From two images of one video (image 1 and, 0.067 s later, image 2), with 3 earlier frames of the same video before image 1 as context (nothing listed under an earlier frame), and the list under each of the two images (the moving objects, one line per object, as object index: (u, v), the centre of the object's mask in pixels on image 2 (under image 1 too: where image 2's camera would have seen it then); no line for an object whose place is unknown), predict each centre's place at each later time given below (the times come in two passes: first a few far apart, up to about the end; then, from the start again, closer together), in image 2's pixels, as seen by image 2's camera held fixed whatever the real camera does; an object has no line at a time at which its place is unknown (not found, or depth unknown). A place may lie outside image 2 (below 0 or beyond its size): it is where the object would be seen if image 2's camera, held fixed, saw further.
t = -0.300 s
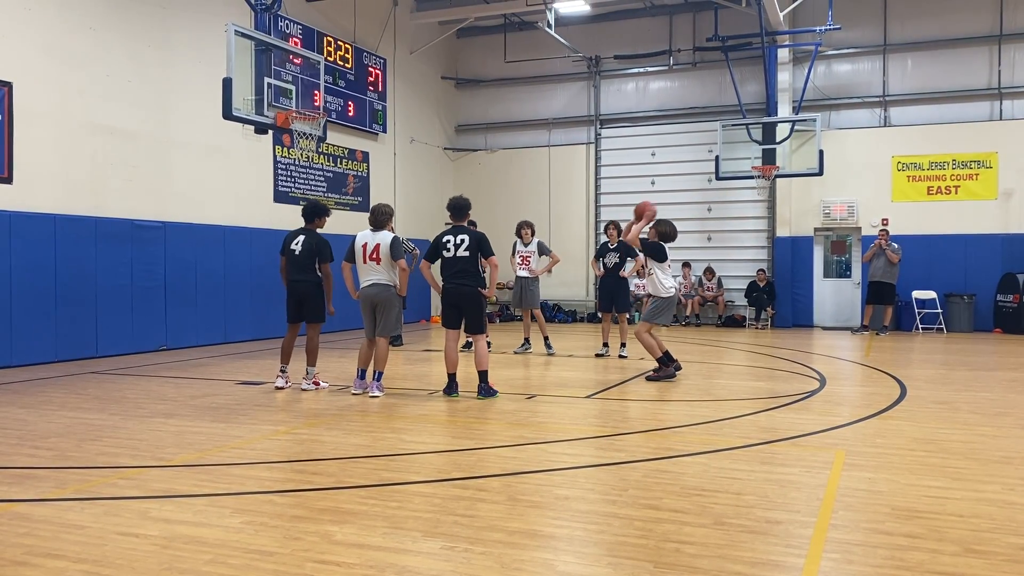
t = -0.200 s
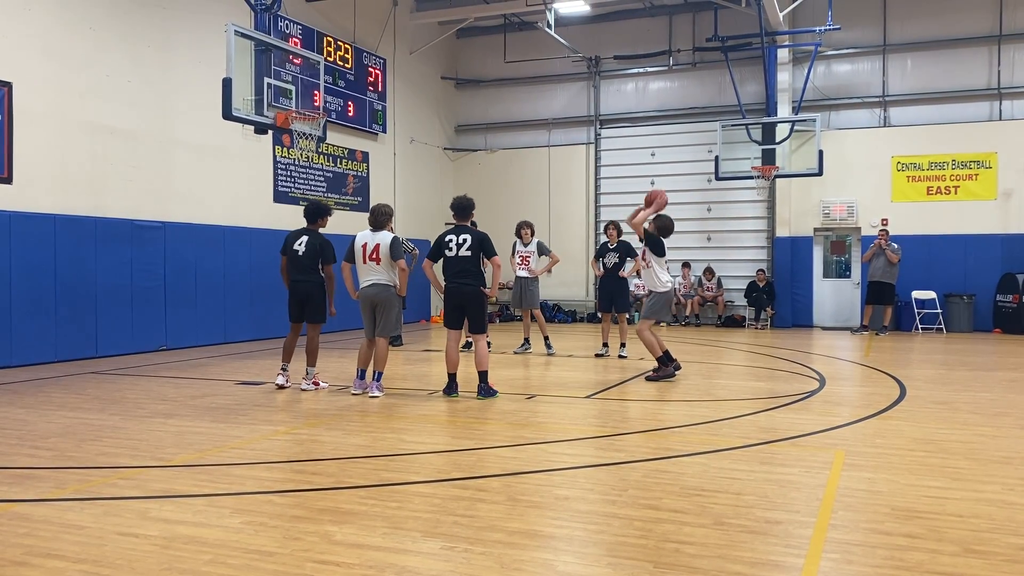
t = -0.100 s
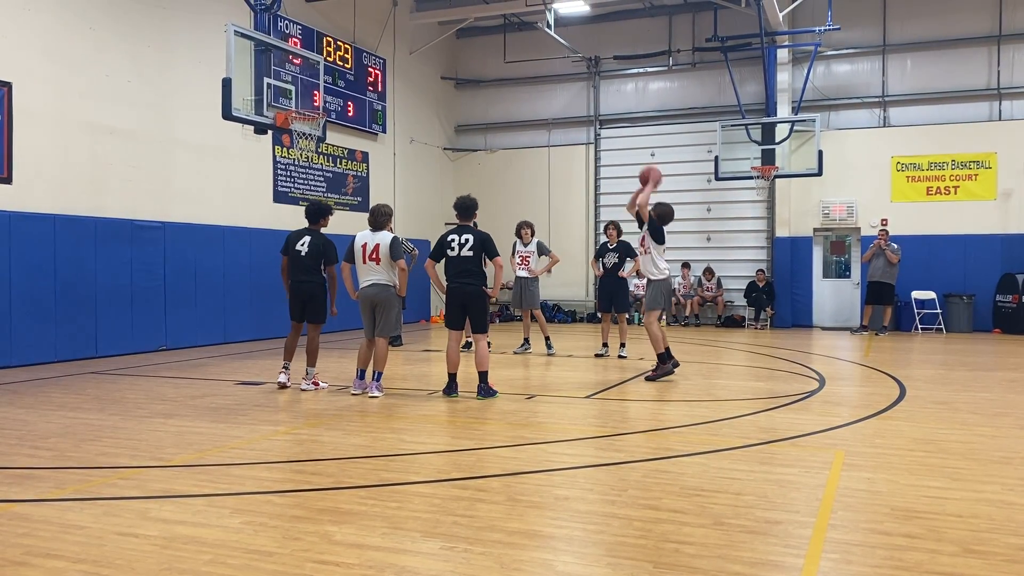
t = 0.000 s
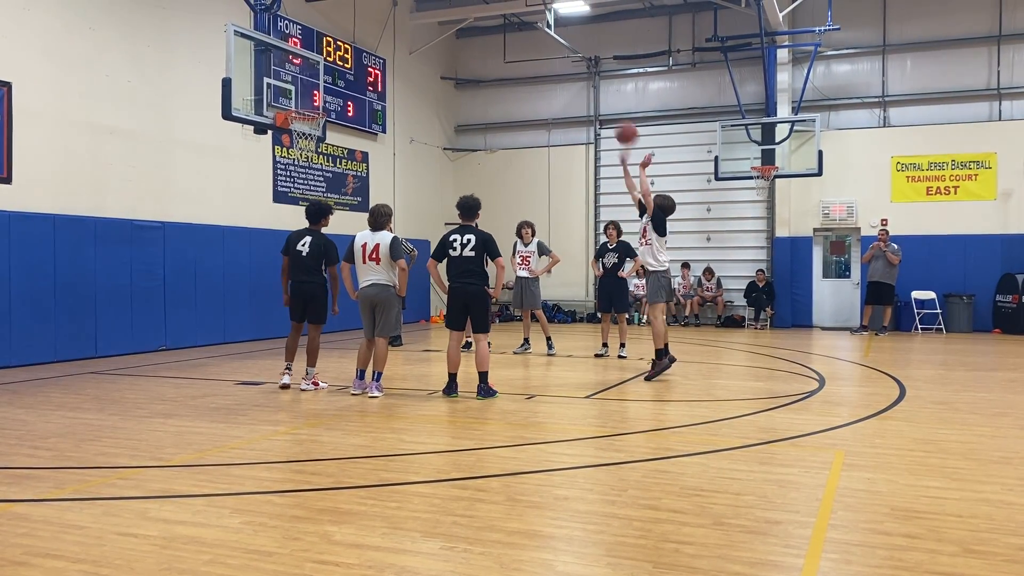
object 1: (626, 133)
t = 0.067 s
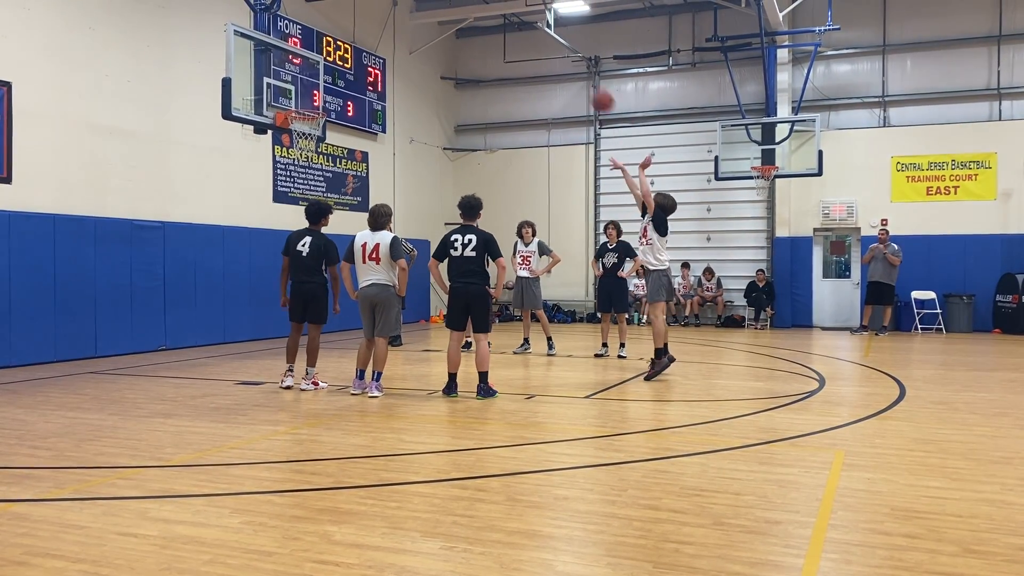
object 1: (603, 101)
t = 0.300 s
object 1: (523, 25)
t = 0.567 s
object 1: (441, 5)
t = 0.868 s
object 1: (358, 43)
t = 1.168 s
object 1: (289, 140)
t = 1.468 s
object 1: (271, 216)
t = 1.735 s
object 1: (255, 339)
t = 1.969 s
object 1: (267, 278)
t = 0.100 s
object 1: (591, 86)
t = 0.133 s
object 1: (581, 72)
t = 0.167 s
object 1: (568, 61)
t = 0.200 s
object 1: (557, 51)
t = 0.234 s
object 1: (545, 41)
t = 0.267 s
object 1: (535, 32)
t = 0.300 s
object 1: (523, 25)
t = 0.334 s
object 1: (513, 18)
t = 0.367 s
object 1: (502, 13)
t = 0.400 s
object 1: (492, 9)
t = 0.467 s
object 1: (471, 6)
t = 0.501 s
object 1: (462, 5)
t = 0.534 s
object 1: (451, 4)
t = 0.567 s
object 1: (441, 5)
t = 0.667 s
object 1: (412, 8)
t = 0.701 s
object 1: (403, 10)
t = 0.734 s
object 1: (393, 15)
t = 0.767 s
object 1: (384, 21)
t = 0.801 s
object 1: (375, 28)
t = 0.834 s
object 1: (366, 35)
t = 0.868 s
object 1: (358, 43)
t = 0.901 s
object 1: (349, 51)
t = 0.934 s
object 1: (338, 63)
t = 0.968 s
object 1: (331, 73)
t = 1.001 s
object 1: (322, 84)
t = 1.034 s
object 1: (313, 95)
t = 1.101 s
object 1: (299, 120)
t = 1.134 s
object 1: (290, 132)
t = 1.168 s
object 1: (289, 140)
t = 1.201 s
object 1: (287, 143)
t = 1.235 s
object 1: (285, 148)
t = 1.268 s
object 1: (283, 157)
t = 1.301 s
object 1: (281, 165)
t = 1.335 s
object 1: (279, 173)
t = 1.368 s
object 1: (277, 183)
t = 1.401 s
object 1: (275, 193)
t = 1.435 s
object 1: (273, 203)
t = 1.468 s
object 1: (271, 216)
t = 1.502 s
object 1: (269, 228)
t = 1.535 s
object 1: (268, 242)
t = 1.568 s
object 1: (266, 256)
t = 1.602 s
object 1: (264, 271)
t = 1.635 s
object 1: (262, 287)
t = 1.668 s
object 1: (259, 303)
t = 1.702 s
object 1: (257, 320)
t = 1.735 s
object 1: (255, 339)
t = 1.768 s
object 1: (254, 350)
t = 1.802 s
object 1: (256, 335)
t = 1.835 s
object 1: (258, 322)
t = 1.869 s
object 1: (261, 310)
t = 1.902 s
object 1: (263, 298)
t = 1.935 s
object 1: (265, 288)
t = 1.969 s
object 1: (267, 278)
